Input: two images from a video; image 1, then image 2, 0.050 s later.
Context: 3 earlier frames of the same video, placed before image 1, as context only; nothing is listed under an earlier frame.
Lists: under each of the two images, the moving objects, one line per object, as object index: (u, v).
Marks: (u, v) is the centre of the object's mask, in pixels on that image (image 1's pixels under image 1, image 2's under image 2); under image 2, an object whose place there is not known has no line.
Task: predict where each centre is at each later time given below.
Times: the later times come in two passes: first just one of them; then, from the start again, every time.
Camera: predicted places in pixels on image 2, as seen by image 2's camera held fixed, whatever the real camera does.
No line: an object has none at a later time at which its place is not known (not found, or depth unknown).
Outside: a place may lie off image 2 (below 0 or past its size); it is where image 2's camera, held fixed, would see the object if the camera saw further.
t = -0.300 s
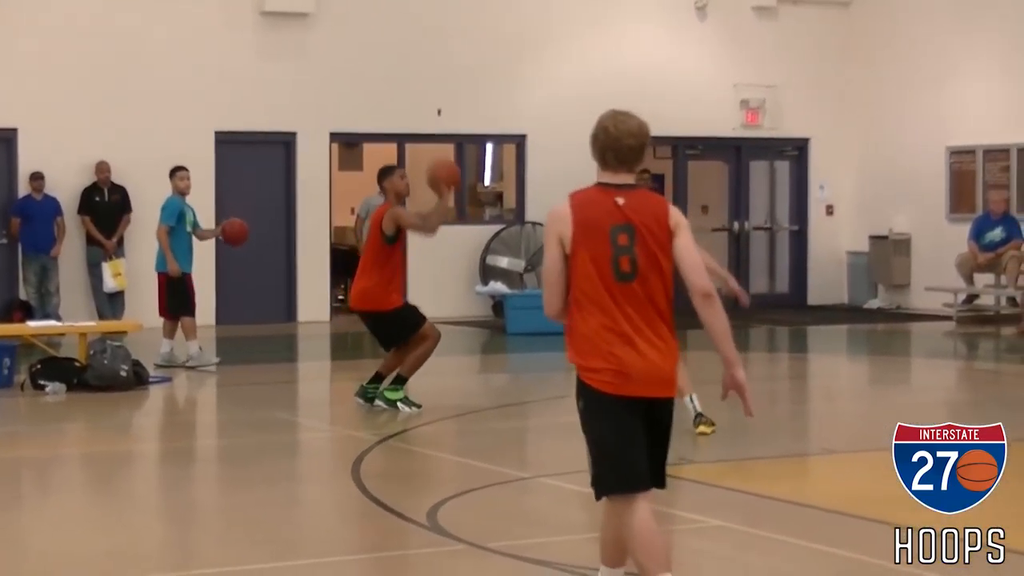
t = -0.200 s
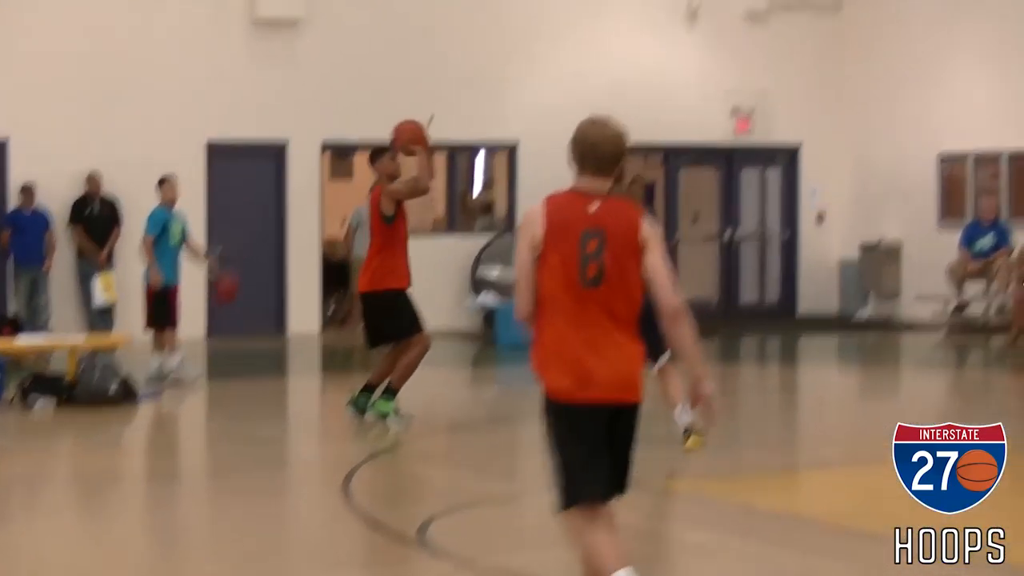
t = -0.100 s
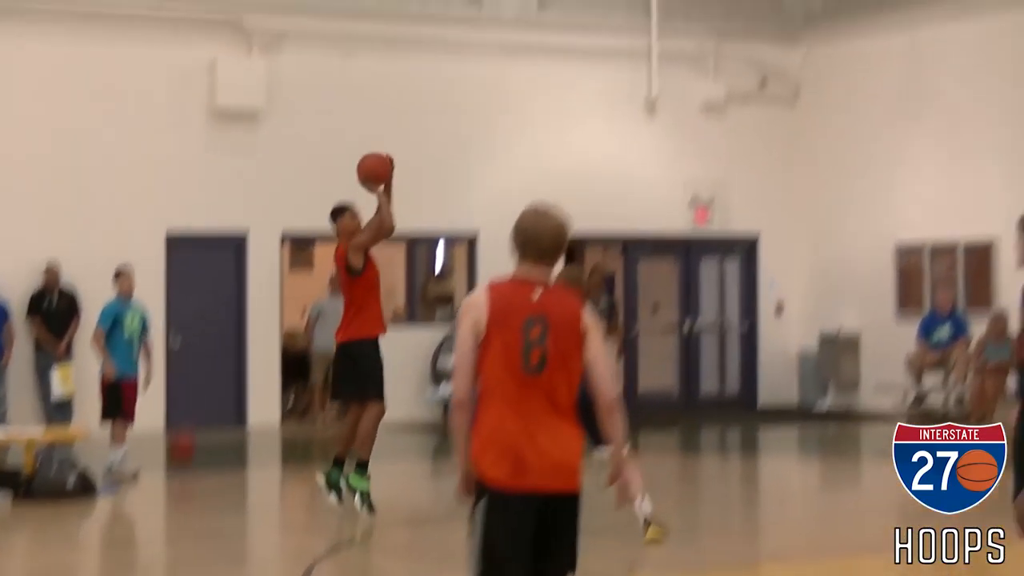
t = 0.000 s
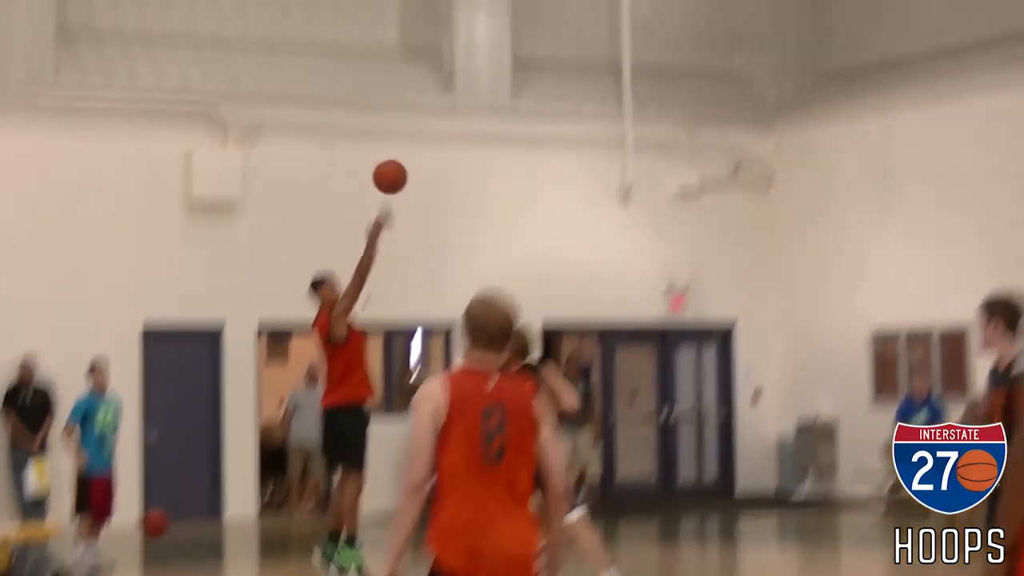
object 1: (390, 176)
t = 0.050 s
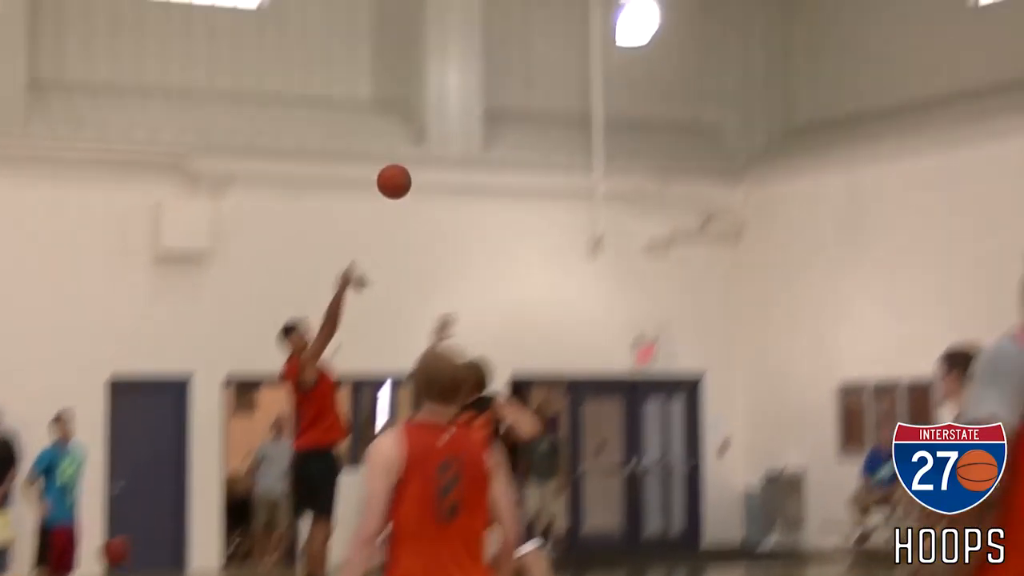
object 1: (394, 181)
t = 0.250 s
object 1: (524, 28)
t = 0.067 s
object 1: (404, 166)
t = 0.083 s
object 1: (414, 152)
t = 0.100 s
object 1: (425, 138)
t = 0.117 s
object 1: (435, 125)
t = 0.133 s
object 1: (446, 112)
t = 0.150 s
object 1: (457, 99)
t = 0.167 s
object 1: (468, 86)
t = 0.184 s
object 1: (479, 74)
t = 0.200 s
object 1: (490, 62)
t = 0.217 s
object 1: (501, 50)
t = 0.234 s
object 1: (512, 39)
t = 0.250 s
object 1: (524, 28)
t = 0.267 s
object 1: (536, 16)
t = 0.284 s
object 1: (547, 6)
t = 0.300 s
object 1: (558, -4)
